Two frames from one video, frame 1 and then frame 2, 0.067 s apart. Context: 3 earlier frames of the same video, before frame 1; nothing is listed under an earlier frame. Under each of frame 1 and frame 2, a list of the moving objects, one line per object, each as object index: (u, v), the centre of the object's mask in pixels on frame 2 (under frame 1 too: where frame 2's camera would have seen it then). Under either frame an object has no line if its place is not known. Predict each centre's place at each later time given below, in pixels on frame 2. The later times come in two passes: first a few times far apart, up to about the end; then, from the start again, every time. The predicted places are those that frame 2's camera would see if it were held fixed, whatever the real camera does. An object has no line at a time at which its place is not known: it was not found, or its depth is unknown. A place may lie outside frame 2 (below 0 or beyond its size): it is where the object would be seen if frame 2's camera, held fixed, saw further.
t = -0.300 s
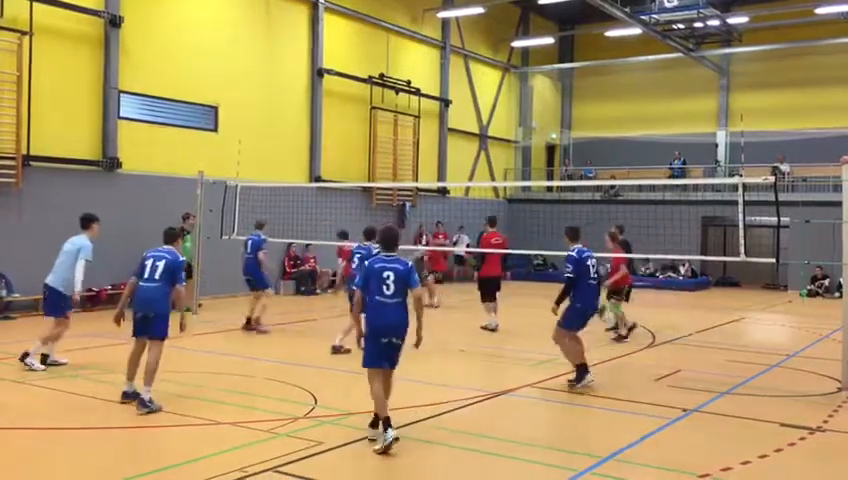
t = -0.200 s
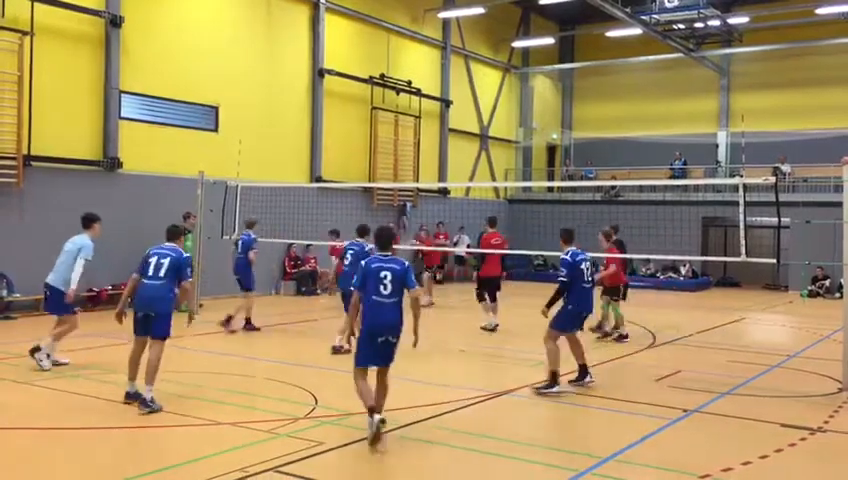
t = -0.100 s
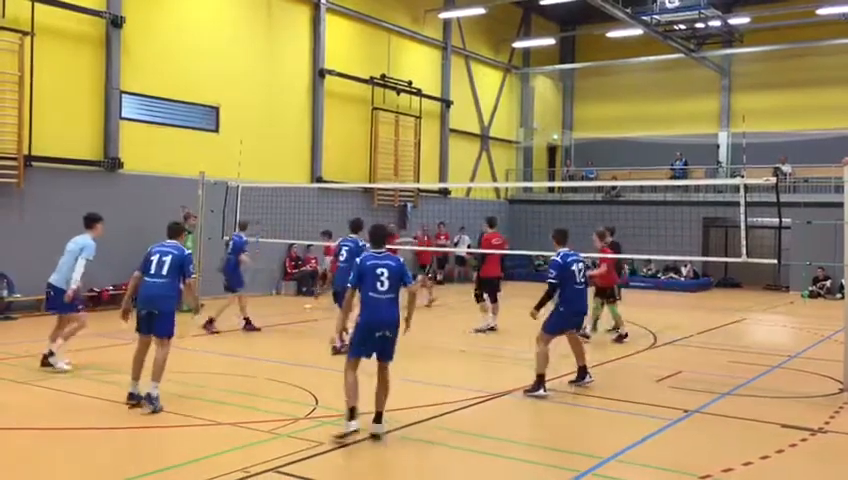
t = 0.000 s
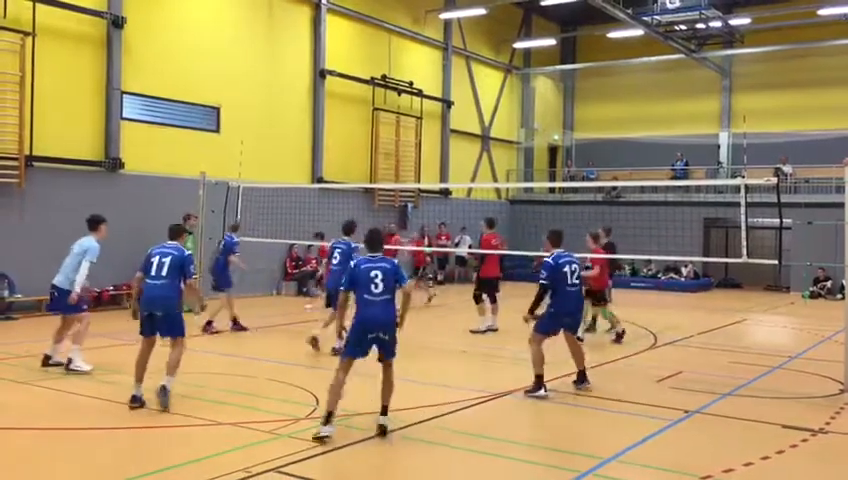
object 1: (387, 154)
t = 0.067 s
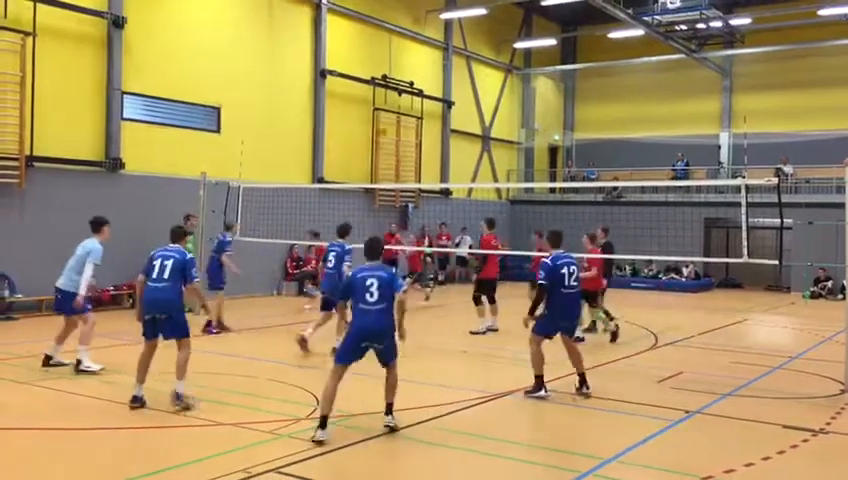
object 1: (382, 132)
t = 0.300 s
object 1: (355, 68)
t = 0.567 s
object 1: (322, 32)
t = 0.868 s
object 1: (274, 45)
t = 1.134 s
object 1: (218, 116)
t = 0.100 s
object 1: (379, 119)
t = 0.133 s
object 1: (374, 109)
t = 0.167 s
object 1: (369, 103)
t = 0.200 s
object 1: (367, 96)
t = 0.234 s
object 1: (362, 85)
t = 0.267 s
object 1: (361, 79)
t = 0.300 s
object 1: (355, 68)
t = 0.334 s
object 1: (353, 64)
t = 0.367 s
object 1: (349, 58)
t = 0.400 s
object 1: (344, 52)
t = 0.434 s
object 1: (340, 47)
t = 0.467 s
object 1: (336, 43)
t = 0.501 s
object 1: (331, 39)
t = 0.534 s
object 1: (327, 37)
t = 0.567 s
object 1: (322, 32)
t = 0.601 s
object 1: (318, 29)
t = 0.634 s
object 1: (315, 29)
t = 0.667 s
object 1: (308, 30)
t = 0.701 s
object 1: (301, 31)
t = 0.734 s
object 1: (297, 31)
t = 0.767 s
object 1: (291, 33)
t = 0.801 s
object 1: (286, 36)
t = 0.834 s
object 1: (280, 40)
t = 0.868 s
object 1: (274, 45)
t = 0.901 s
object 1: (267, 51)
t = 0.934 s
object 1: (261, 57)
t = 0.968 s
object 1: (255, 63)
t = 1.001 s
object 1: (248, 71)
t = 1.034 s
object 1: (241, 81)
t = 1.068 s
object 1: (233, 91)
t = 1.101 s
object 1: (226, 103)
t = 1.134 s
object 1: (218, 116)
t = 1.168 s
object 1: (211, 128)
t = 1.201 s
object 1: (201, 148)
